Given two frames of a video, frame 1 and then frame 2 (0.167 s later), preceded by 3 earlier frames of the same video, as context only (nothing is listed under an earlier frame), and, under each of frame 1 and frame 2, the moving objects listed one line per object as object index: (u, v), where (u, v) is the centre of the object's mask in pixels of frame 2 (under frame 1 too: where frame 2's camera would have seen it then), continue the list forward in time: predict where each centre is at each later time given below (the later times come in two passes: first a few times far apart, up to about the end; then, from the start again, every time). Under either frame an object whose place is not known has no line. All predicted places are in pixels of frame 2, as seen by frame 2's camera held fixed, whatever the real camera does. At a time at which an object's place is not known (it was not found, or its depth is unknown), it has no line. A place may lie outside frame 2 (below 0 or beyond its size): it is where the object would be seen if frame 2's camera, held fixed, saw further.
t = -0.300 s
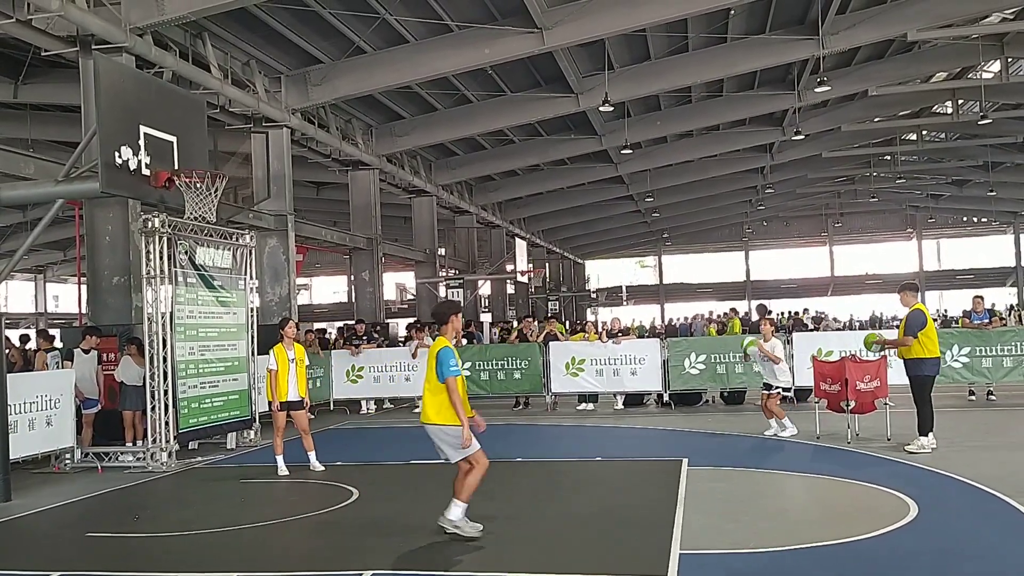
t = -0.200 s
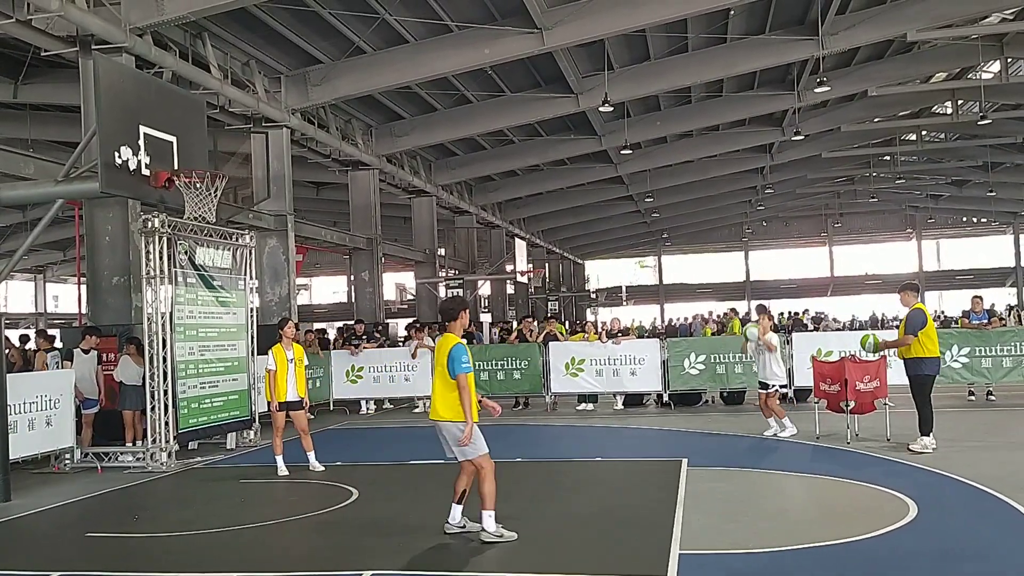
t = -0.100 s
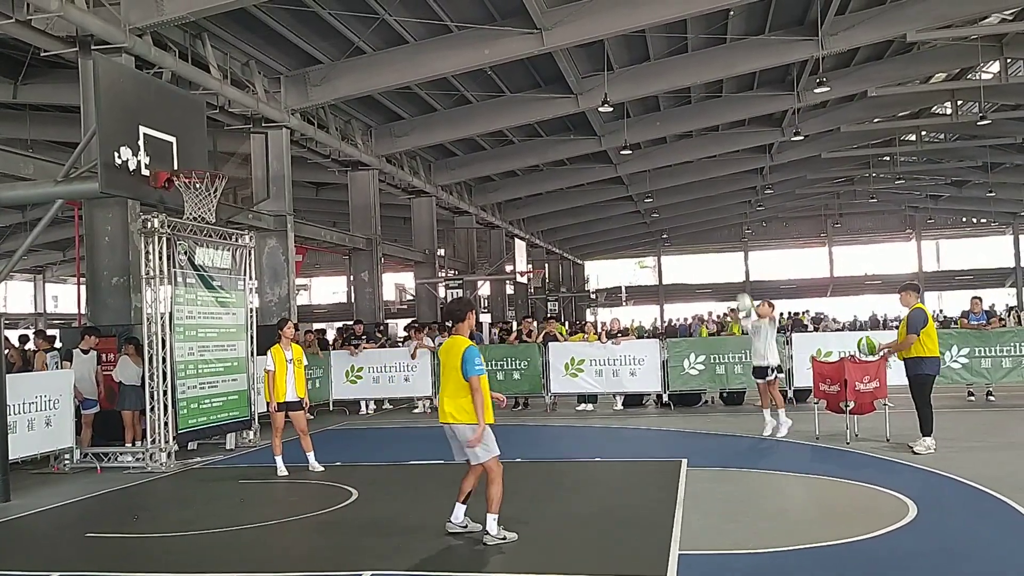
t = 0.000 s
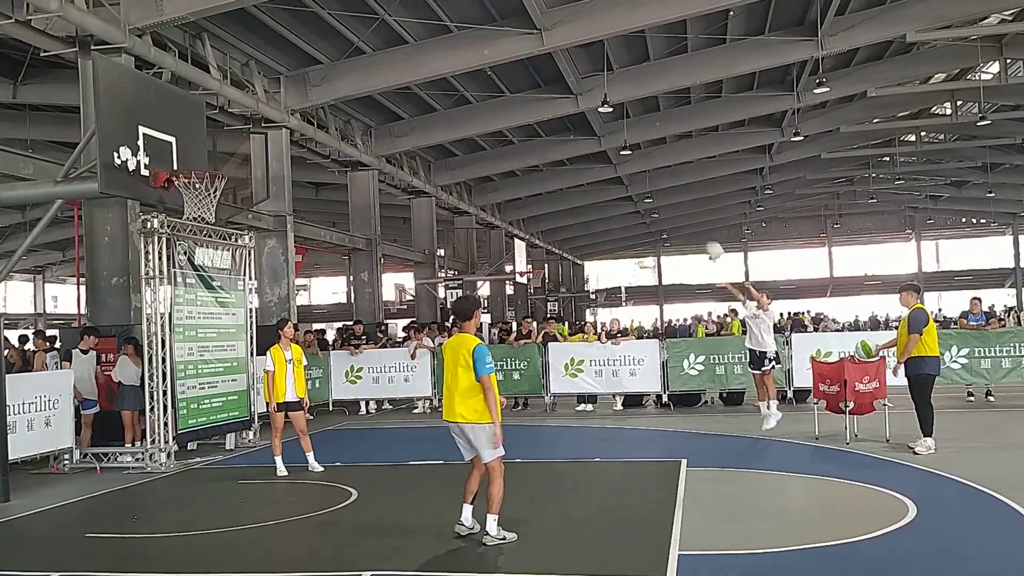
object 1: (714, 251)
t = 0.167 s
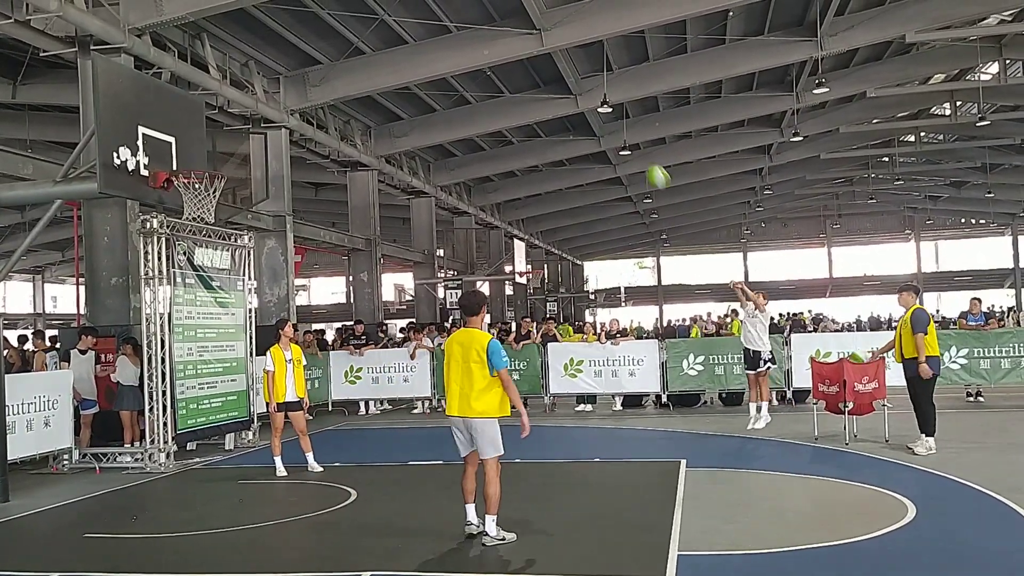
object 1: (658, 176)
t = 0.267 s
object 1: (622, 137)
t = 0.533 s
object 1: (526, 69)
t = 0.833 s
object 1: (411, 57)
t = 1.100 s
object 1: (295, 118)
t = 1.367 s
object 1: (280, 246)
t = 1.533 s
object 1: (334, 362)
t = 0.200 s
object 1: (646, 163)
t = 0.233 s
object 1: (635, 150)
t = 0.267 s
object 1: (622, 137)
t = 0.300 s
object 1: (611, 126)
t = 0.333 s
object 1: (599, 116)
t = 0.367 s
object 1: (587, 106)
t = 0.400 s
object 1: (575, 97)
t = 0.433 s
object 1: (563, 89)
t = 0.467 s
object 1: (551, 82)
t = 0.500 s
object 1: (539, 75)
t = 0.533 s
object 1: (526, 69)
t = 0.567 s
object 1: (514, 64)
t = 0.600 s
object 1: (501, 59)
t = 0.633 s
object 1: (489, 56)
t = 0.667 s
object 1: (476, 53)
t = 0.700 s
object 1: (463, 52)
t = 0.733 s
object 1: (450, 52)
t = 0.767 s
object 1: (437, 52)
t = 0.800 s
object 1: (424, 54)
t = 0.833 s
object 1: (411, 57)
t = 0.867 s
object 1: (396, 60)
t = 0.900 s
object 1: (383, 65)
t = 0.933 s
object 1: (368, 71)
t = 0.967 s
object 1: (354, 78)
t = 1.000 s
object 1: (339, 87)
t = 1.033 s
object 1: (324, 96)
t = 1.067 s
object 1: (310, 106)
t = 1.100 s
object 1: (295, 118)
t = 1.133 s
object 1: (280, 131)
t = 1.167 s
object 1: (264, 146)
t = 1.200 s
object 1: (247, 163)
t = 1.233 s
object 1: (238, 179)
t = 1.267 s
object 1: (247, 193)
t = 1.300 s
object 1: (258, 209)
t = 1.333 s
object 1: (269, 228)
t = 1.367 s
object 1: (280, 246)
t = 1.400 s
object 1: (290, 265)
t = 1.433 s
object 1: (300, 284)
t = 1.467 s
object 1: (312, 314)
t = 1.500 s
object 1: (325, 337)
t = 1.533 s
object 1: (334, 362)
